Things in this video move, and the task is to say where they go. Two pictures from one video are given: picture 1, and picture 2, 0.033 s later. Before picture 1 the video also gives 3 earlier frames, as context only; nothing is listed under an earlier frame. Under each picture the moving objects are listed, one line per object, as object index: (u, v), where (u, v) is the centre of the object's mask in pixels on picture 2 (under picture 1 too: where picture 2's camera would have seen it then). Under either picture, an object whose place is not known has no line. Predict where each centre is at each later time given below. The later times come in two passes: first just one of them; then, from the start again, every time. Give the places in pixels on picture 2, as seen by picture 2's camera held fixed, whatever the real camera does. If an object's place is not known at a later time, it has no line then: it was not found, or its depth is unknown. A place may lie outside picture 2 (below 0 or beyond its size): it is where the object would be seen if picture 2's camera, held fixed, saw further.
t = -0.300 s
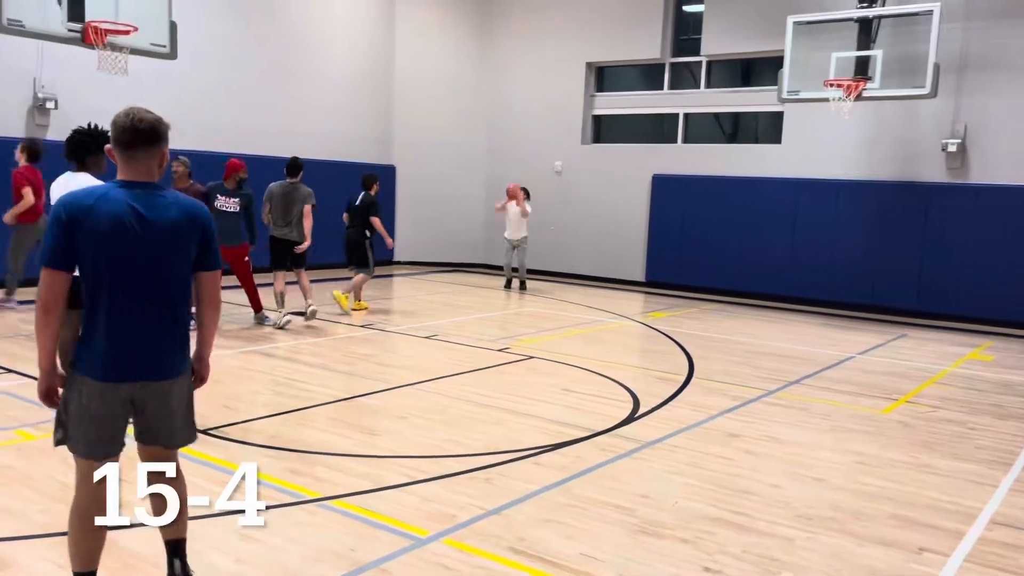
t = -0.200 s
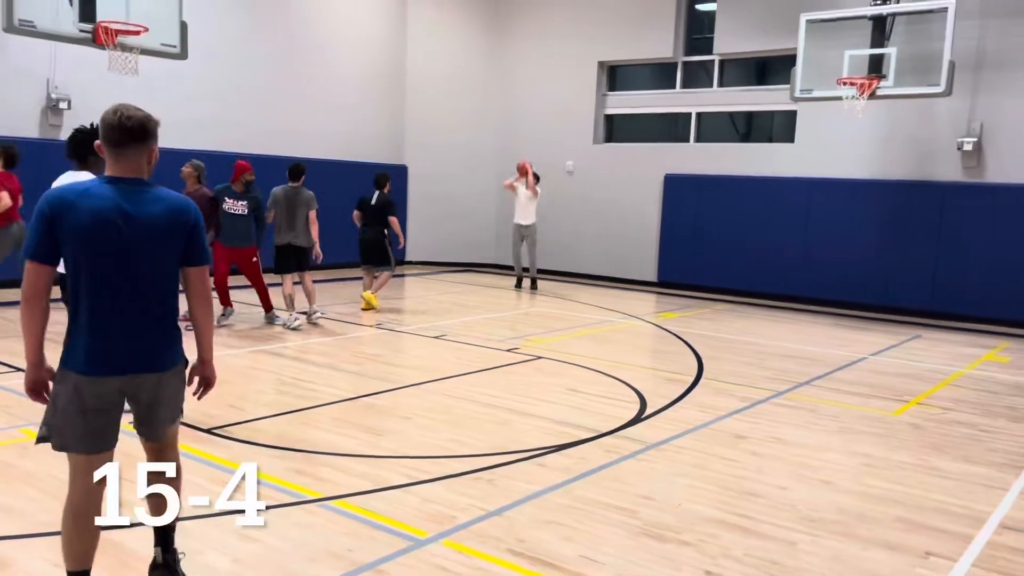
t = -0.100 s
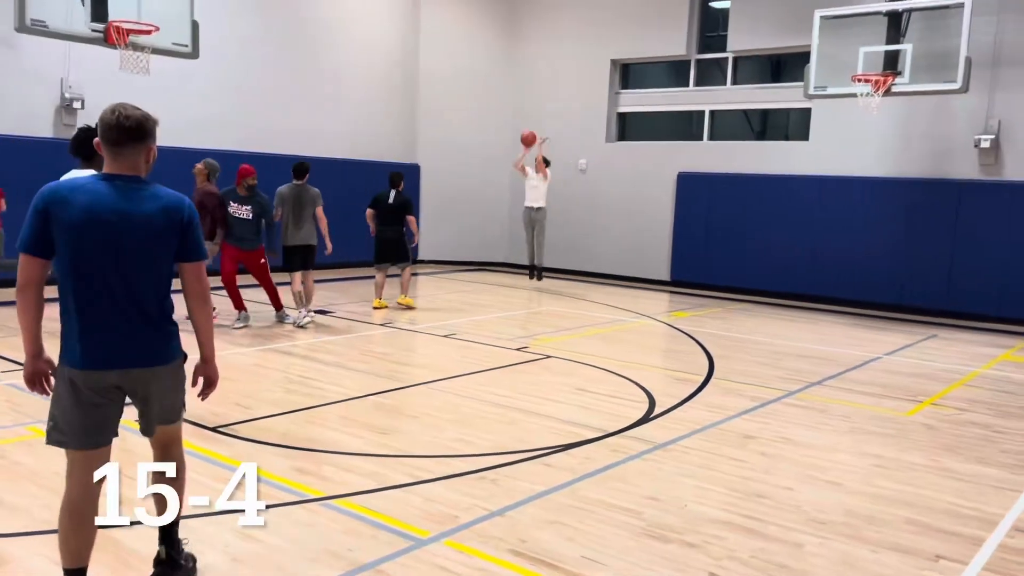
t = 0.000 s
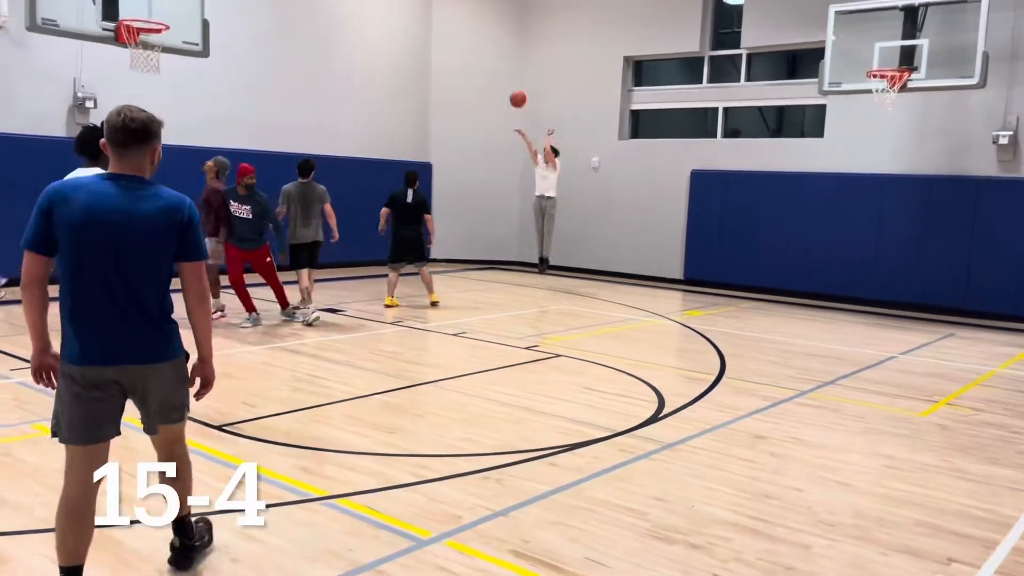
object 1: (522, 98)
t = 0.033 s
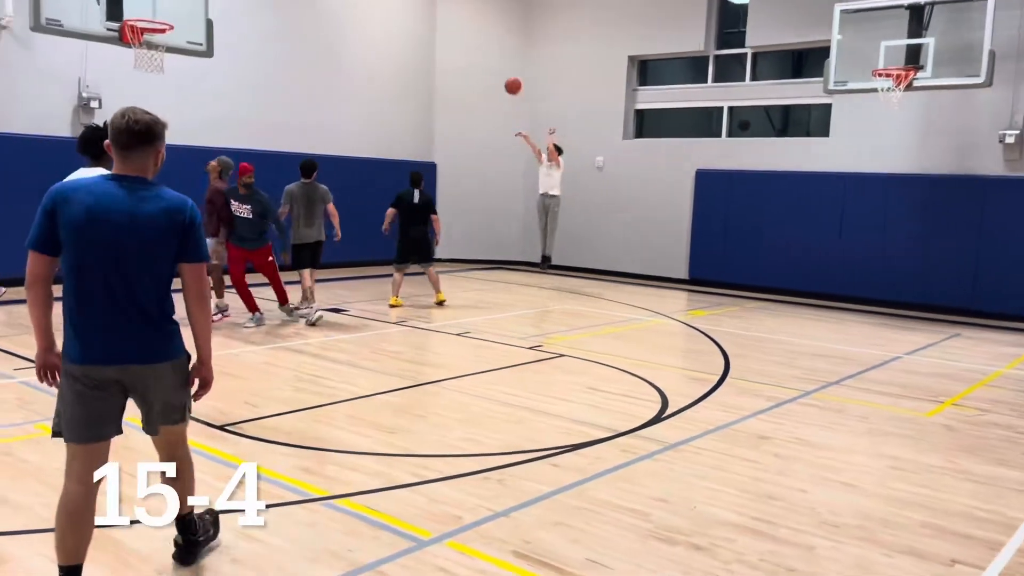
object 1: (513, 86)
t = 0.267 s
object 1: (442, 11)
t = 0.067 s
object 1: (504, 73)
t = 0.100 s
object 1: (494, 61)
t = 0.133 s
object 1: (484, 50)
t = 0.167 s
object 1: (474, 40)
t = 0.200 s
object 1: (464, 29)
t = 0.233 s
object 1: (453, 19)
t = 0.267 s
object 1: (442, 11)
